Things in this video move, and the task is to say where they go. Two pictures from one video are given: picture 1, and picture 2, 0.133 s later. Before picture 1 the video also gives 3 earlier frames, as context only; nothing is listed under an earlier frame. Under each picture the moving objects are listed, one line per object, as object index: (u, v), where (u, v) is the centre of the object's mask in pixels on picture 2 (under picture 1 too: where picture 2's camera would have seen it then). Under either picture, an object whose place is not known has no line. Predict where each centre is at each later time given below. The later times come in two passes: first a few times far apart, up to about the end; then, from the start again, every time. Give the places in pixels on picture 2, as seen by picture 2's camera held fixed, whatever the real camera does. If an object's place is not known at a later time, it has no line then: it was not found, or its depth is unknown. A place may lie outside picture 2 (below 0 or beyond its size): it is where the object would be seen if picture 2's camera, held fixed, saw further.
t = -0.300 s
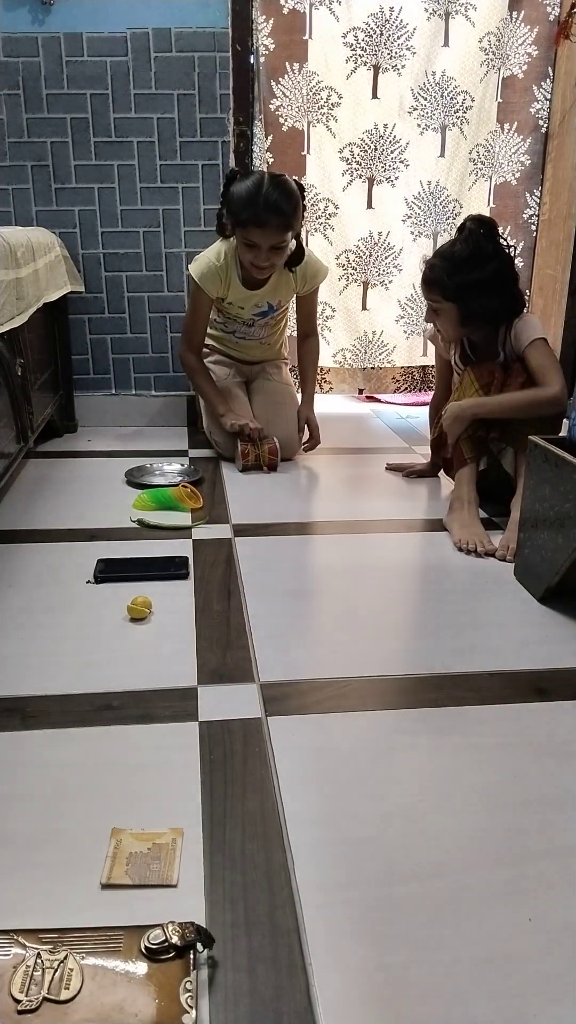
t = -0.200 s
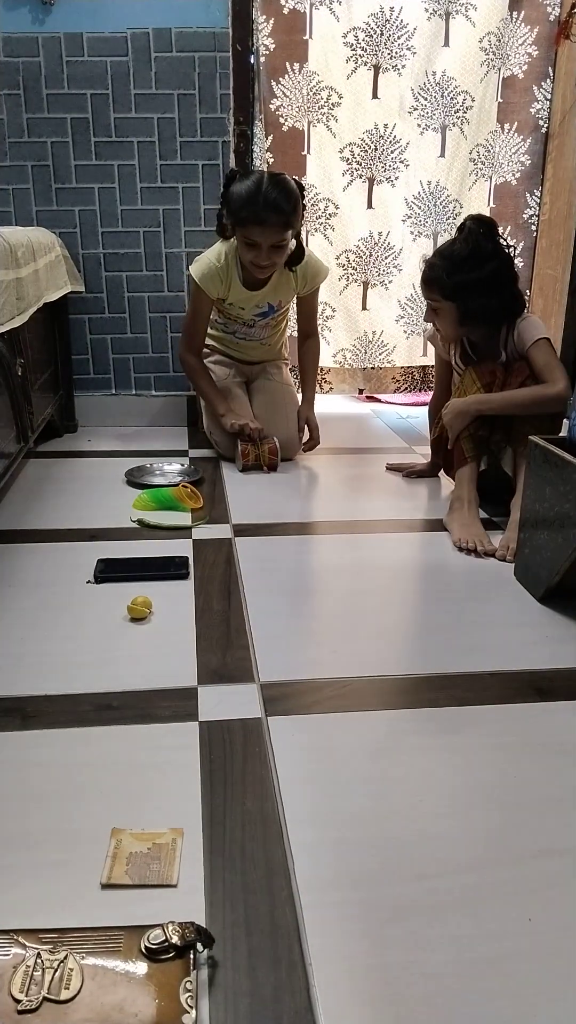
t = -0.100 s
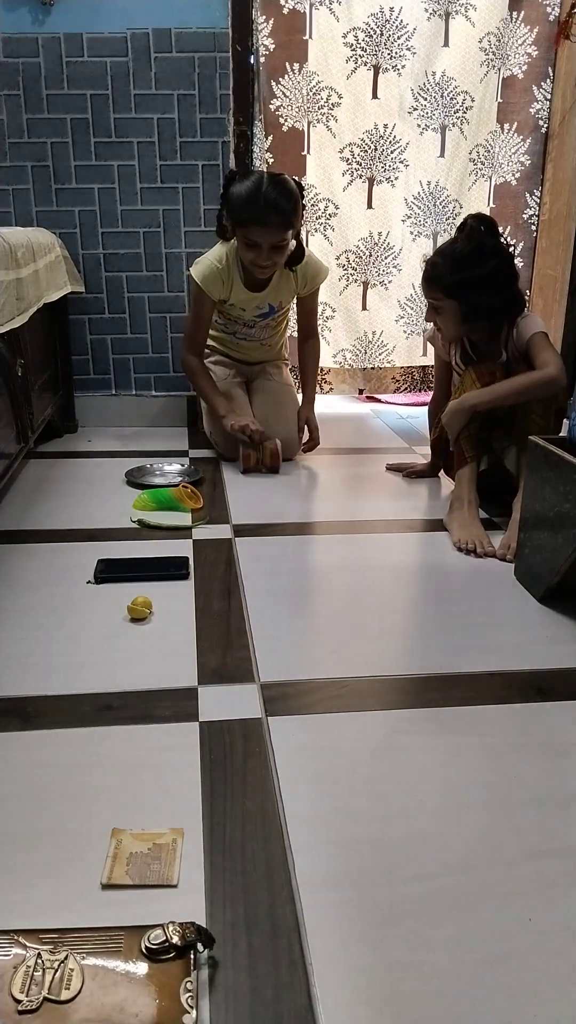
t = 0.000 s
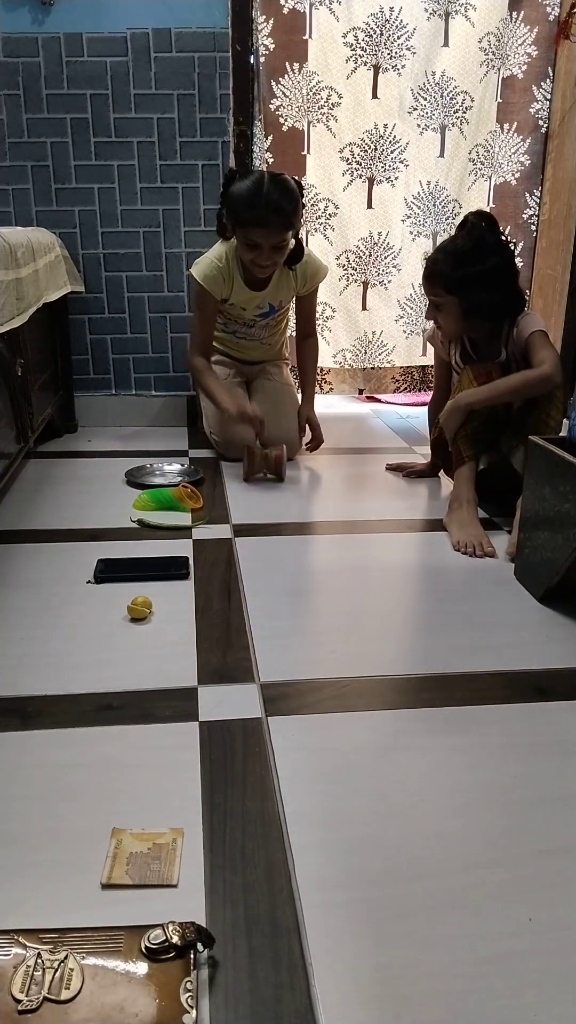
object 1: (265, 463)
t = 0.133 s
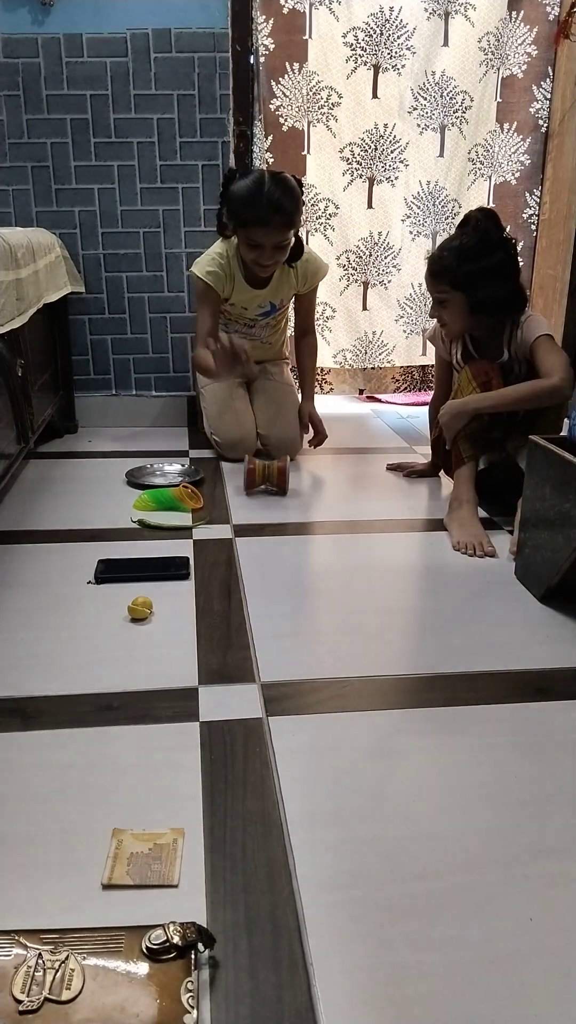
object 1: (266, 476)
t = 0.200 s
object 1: (265, 481)
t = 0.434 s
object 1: (261, 503)
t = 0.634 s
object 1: (262, 524)
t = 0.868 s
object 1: (266, 543)
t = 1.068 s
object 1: (271, 567)
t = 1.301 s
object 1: (277, 589)
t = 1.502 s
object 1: (282, 605)
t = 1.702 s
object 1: (287, 624)
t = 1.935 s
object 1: (293, 649)
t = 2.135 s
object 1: (298, 668)
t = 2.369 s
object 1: (304, 690)
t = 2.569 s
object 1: (308, 704)
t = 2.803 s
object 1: (312, 723)
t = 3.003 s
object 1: (317, 737)
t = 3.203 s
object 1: (323, 762)
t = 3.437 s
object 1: (330, 780)
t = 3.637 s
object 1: (334, 795)
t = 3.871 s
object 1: (340, 818)
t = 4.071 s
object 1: (345, 837)
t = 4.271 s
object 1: (349, 846)
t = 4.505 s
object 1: (349, 847)
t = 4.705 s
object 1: (347, 844)
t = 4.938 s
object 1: (342, 826)
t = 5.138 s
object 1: (337, 807)
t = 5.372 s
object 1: (334, 797)
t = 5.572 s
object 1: (335, 798)
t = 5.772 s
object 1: (337, 808)
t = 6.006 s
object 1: (342, 828)
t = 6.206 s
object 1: (346, 839)
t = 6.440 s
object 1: (346, 837)
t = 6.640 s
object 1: (342, 828)
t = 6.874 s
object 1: (338, 812)
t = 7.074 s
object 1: (337, 806)
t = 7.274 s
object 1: (340, 820)
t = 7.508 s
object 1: (342, 827)
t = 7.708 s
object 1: (341, 820)
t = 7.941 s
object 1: (337, 809)
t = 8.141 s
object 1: (340, 821)
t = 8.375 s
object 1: (341, 825)
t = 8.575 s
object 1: (338, 814)
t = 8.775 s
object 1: (338, 813)
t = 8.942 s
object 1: (340, 823)
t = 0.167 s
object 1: (266, 478)
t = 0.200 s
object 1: (265, 481)
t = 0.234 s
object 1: (264, 485)
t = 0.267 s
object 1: (264, 489)
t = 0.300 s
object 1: (263, 492)
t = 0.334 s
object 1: (262, 494)
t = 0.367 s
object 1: (262, 496)
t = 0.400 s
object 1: (261, 499)
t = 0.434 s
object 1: (261, 503)
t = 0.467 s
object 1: (261, 506)
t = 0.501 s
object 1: (261, 514)
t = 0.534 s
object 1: (261, 516)
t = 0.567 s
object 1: (261, 519)
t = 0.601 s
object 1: (261, 522)
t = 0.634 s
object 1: (262, 524)
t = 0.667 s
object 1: (262, 529)
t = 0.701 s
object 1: (263, 531)
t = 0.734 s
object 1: (263, 534)
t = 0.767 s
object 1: (264, 537)
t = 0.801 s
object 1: (264, 539)
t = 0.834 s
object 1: (265, 541)
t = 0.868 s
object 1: (266, 543)
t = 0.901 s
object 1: (267, 548)
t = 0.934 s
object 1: (268, 551)
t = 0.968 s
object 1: (269, 555)
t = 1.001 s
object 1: (270, 560)
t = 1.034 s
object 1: (270, 563)
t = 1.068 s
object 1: (271, 567)
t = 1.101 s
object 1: (272, 570)
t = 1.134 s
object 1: (273, 573)
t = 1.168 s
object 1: (274, 575)
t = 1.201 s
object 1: (275, 579)
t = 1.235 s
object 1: (276, 582)
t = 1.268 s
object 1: (277, 587)
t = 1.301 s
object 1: (277, 589)
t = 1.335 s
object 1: (278, 592)
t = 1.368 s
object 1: (279, 595)
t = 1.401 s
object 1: (280, 598)
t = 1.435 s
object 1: (280, 600)
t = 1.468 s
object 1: (281, 603)
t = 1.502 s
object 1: (282, 605)
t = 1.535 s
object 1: (282, 609)
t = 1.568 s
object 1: (282, 612)
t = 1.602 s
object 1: (283, 616)
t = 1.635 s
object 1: (284, 618)
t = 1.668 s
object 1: (285, 621)
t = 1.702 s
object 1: (287, 624)
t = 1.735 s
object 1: (288, 628)
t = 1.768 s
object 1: (288, 632)
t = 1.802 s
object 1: (289, 636)
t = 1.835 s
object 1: (290, 639)
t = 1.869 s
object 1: (291, 643)
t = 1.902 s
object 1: (292, 646)
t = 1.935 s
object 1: (293, 649)
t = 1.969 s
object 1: (294, 652)
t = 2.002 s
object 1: (295, 654)
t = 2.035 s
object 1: (295, 657)
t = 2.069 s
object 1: (296, 661)
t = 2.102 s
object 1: (297, 664)
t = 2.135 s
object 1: (298, 668)
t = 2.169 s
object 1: (299, 673)
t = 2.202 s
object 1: (300, 677)
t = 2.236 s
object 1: (300, 680)
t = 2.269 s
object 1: (301, 683)
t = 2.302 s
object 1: (302, 686)
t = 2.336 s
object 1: (304, 688)
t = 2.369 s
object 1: (304, 690)
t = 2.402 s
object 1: (305, 693)
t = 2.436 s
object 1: (305, 695)
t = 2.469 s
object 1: (306, 698)
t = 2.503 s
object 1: (307, 700)
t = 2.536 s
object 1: (307, 702)
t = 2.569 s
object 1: (308, 704)
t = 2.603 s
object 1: (309, 706)
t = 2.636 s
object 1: (309, 709)
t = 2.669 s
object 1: (309, 711)
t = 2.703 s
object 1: (309, 714)
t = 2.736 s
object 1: (310, 717)
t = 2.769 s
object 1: (311, 720)
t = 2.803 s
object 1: (312, 723)
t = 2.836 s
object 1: (312, 725)
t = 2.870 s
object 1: (313, 726)
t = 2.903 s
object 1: (314, 729)
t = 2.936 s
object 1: (315, 731)
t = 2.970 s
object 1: (316, 734)
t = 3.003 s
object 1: (317, 737)
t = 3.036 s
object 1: (318, 741)
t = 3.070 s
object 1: (319, 745)
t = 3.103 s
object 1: (319, 749)
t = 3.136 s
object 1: (320, 753)
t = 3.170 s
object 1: (322, 757)
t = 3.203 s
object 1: (323, 762)
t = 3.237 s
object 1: (324, 764)
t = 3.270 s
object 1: (325, 767)
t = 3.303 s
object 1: (327, 770)
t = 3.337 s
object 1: (327, 773)
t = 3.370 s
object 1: (328, 775)
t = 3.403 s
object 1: (329, 779)
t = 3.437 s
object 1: (330, 780)
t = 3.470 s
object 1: (330, 784)
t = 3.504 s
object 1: (332, 786)
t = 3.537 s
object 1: (333, 789)
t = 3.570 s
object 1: (333, 791)
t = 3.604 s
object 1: (334, 793)
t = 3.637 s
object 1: (334, 795)
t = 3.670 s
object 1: (335, 798)
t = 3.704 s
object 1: (335, 801)
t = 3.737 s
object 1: (336, 804)
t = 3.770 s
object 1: (337, 806)
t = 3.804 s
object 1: (338, 810)
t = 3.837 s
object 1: (339, 814)
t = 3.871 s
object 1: (340, 818)
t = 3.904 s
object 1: (341, 822)
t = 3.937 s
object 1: (342, 825)
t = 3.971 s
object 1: (342, 828)
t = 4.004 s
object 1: (343, 830)
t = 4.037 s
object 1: (344, 833)
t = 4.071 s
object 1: (345, 837)
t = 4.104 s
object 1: (346, 840)
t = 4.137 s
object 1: (347, 842)
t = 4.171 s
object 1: (348, 843)
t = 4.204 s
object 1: (348, 844)
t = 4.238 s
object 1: (348, 845)
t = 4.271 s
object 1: (349, 846)
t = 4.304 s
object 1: (349, 846)
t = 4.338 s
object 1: (349, 847)
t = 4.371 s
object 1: (349, 847)
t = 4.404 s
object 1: (349, 847)
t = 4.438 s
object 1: (349, 847)
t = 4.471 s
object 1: (349, 847)
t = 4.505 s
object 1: (349, 847)
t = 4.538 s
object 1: (349, 847)
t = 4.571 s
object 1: (348, 846)
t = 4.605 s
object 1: (348, 846)
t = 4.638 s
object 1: (348, 845)
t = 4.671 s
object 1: (348, 844)
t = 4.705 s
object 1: (347, 844)
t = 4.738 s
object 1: (347, 842)
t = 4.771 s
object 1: (346, 840)
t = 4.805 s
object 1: (345, 838)
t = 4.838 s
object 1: (344, 834)
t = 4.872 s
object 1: (343, 831)
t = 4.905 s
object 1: (343, 829)
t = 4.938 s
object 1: (342, 826)
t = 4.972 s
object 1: (341, 824)
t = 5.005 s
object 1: (340, 821)
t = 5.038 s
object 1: (340, 818)
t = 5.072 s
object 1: (339, 814)
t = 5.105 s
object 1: (338, 810)
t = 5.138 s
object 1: (337, 807)
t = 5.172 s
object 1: (337, 805)
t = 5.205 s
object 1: (336, 803)
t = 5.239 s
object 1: (336, 801)
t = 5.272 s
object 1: (335, 799)
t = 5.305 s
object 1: (335, 798)
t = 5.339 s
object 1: (335, 797)
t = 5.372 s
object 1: (334, 797)
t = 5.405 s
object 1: (334, 796)
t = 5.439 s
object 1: (334, 796)
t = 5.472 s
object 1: (334, 796)
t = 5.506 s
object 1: (334, 797)
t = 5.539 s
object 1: (334, 797)
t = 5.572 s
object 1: (335, 798)
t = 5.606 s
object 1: (335, 799)
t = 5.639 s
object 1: (335, 800)
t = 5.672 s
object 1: (336, 802)
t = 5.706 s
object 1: (336, 804)
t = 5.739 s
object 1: (337, 806)
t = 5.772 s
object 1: (337, 808)
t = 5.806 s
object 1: (338, 812)
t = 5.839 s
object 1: (340, 817)
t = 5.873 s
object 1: (340, 818)
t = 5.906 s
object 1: (340, 821)
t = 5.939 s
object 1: (341, 824)
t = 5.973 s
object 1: (342, 826)
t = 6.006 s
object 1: (342, 828)
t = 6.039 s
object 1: (343, 830)
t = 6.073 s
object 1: (343, 831)
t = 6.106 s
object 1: (344, 833)
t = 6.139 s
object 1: (345, 835)
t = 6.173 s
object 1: (345, 837)
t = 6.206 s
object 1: (346, 839)
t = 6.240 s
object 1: (347, 840)
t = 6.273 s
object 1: (347, 841)
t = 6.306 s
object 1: (347, 841)
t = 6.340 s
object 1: (347, 841)
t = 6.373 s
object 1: (347, 840)
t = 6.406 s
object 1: (346, 839)
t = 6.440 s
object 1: (346, 837)
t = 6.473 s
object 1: (345, 835)
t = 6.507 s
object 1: (344, 833)
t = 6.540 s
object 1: (343, 832)
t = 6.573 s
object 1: (343, 830)
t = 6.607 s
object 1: (343, 829)
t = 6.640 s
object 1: (342, 828)
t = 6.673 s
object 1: (342, 827)
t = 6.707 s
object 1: (342, 825)
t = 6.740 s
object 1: (341, 823)
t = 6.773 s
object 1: (340, 821)
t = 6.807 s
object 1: (340, 818)
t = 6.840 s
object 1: (339, 815)
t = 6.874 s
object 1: (338, 812)
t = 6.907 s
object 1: (338, 809)
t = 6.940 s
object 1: (337, 808)
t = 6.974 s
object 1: (337, 807)
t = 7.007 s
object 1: (337, 806)
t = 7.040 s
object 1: (337, 806)
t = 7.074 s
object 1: (337, 806)
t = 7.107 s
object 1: (337, 807)
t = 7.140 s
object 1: (337, 809)
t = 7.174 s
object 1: (338, 812)
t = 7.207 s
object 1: (339, 814)
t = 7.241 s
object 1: (339, 817)
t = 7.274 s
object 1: (340, 820)
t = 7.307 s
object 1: (340, 822)
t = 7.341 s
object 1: (341, 823)
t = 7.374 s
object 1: (342, 825)
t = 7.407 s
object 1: (342, 826)
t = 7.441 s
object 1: (342, 827)
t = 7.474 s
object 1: (342, 827)
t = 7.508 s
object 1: (342, 827)
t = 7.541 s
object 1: (342, 827)
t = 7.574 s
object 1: (342, 826)
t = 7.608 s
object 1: (342, 825)
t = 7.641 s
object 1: (341, 824)
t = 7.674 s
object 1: (341, 822)
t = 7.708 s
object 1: (341, 820)
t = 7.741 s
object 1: (341, 818)
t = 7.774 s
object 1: (340, 816)
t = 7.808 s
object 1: (339, 813)
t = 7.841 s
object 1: (337, 811)
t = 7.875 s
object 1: (337, 810)
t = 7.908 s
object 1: (337, 809)
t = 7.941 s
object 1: (337, 809)
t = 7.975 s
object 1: (337, 810)
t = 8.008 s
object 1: (338, 811)
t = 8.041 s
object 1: (339, 813)
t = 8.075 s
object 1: (340, 816)
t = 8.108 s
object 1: (340, 819)
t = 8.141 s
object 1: (340, 821)
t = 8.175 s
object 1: (340, 823)
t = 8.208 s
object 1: (340, 824)
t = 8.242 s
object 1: (342, 825)
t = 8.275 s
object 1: (343, 825)
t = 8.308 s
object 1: (342, 826)
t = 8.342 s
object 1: (342, 825)
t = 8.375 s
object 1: (341, 825)
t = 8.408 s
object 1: (340, 823)
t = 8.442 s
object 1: (340, 822)
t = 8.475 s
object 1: (340, 820)
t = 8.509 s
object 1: (340, 818)
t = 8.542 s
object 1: (340, 815)
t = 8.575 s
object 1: (338, 814)
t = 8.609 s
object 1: (337, 812)
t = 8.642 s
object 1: (337, 810)
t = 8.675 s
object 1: (337, 810)
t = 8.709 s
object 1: (338, 810)
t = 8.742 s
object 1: (338, 811)
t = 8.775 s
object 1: (338, 813)
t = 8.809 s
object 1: (339, 815)
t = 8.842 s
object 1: (339, 817)
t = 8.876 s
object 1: (339, 819)
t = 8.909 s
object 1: (340, 821)
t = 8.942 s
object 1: (340, 823)
